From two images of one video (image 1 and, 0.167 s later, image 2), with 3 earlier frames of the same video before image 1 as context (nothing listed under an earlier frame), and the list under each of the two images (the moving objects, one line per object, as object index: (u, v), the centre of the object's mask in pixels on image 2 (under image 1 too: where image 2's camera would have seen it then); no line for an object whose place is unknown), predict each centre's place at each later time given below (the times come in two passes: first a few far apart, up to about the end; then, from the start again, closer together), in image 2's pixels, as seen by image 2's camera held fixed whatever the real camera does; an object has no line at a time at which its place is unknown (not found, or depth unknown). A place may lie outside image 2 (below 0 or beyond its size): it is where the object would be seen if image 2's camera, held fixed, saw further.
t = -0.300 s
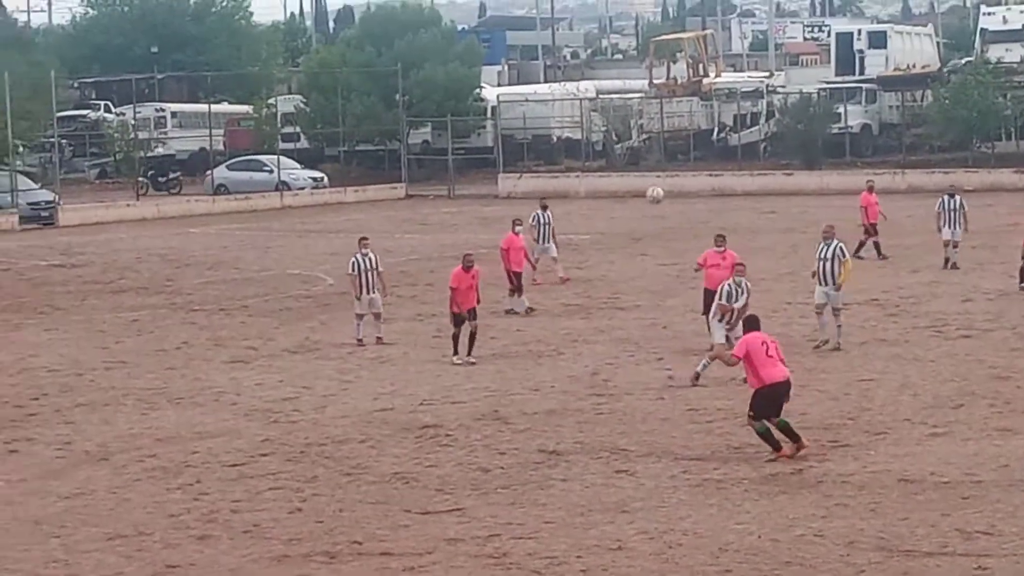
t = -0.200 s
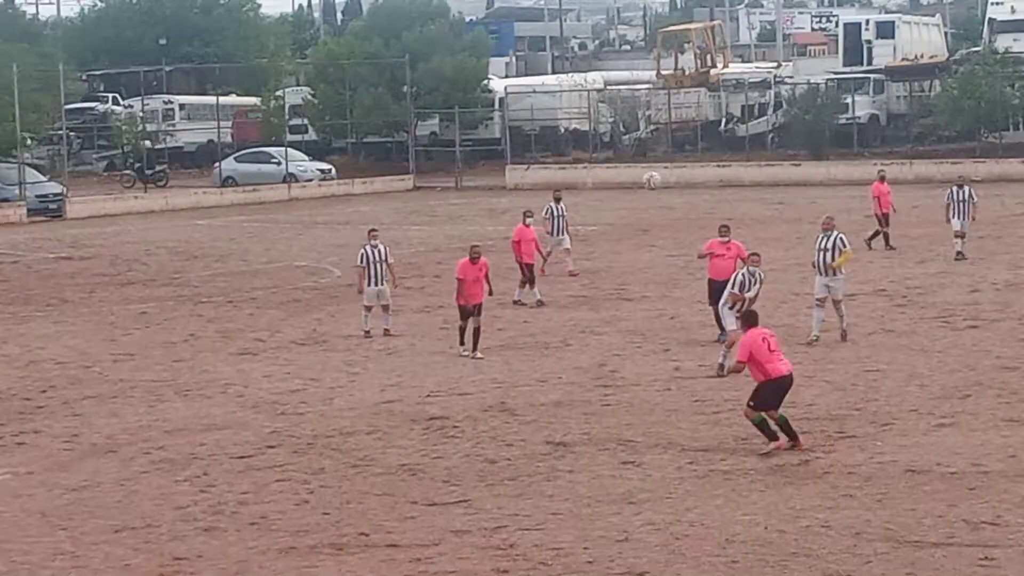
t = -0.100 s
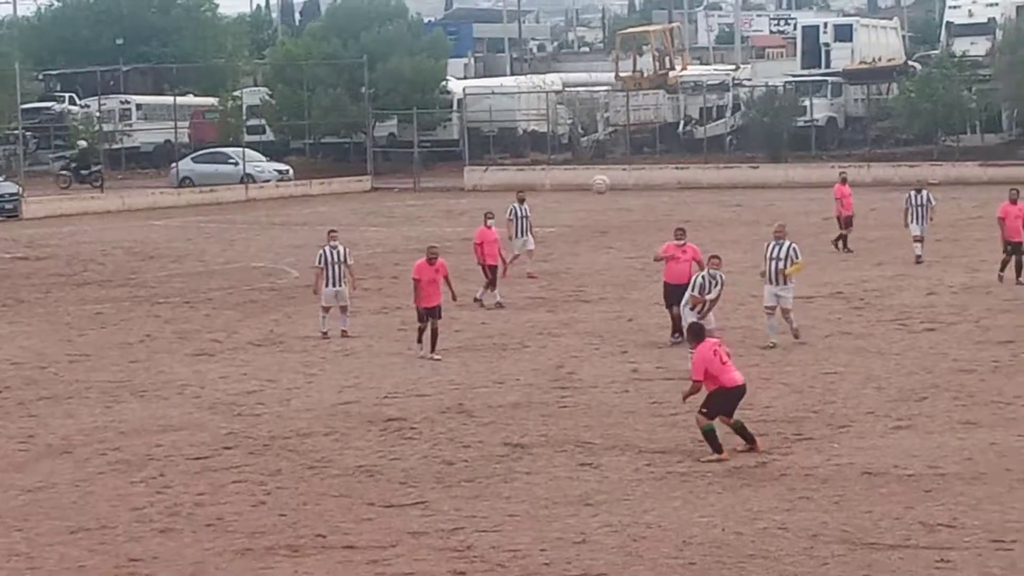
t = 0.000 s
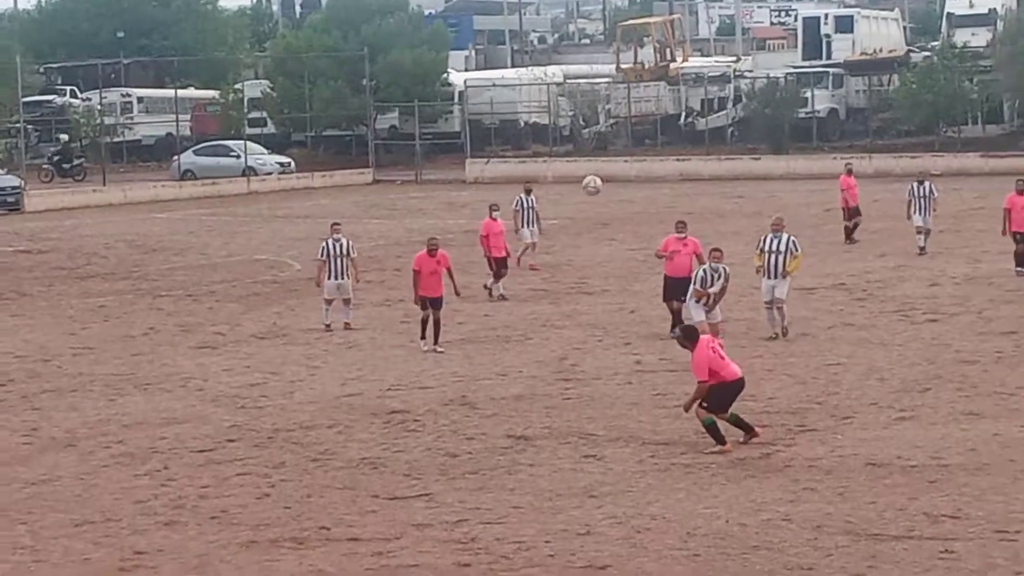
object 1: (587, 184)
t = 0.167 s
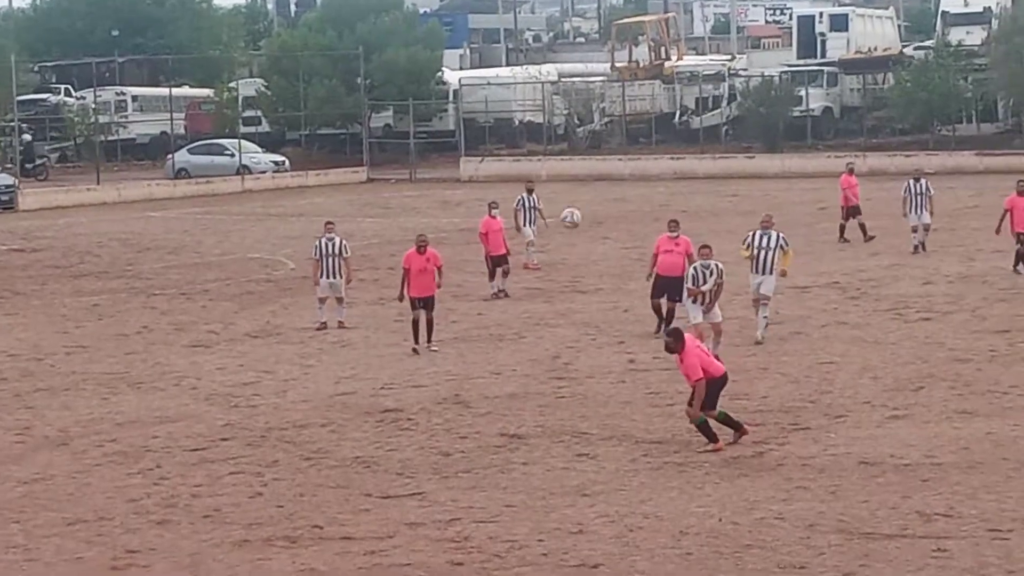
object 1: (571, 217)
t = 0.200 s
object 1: (567, 228)
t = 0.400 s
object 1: (550, 313)
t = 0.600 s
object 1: (535, 449)
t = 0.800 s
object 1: (518, 492)
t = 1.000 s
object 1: (499, 418)
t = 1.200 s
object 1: (481, 387)
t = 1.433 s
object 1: (459, 424)
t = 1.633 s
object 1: (443, 512)
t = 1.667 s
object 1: (440, 532)
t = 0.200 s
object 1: (567, 228)
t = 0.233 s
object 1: (565, 238)
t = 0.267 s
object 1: (561, 251)
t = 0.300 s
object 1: (559, 265)
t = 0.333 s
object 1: (556, 278)
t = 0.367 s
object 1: (553, 296)
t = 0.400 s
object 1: (550, 313)
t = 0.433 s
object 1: (548, 331)
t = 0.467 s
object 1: (545, 351)
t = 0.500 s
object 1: (542, 373)
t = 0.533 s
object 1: (540, 397)
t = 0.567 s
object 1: (538, 422)
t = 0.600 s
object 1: (535, 449)
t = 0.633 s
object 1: (533, 476)
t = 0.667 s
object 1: (530, 507)
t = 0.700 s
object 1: (529, 539)
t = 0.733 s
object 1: (526, 527)
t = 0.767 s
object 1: (522, 509)
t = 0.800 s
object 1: (518, 492)
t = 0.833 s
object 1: (515, 476)
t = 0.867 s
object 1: (512, 463)
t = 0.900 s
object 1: (508, 449)
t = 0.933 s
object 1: (505, 437)
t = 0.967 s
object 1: (502, 428)
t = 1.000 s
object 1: (499, 418)
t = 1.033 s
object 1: (496, 410)
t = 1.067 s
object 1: (492, 404)
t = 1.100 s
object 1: (489, 399)
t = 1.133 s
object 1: (485, 394)
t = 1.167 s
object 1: (482, 390)
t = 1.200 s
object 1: (481, 387)
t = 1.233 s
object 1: (478, 389)
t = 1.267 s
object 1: (474, 392)
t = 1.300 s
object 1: (470, 397)
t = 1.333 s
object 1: (467, 402)
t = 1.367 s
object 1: (464, 407)
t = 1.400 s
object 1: (462, 415)
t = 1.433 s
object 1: (459, 424)
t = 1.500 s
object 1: (454, 447)
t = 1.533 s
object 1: (451, 462)
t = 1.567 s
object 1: (448, 476)
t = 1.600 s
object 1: (445, 494)
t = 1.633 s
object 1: (443, 512)
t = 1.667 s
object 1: (440, 532)
